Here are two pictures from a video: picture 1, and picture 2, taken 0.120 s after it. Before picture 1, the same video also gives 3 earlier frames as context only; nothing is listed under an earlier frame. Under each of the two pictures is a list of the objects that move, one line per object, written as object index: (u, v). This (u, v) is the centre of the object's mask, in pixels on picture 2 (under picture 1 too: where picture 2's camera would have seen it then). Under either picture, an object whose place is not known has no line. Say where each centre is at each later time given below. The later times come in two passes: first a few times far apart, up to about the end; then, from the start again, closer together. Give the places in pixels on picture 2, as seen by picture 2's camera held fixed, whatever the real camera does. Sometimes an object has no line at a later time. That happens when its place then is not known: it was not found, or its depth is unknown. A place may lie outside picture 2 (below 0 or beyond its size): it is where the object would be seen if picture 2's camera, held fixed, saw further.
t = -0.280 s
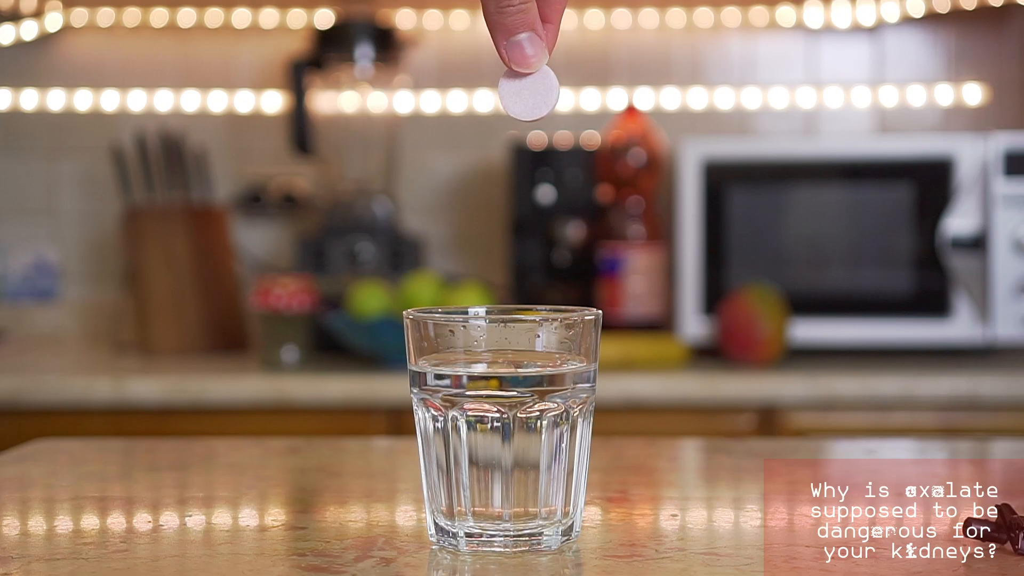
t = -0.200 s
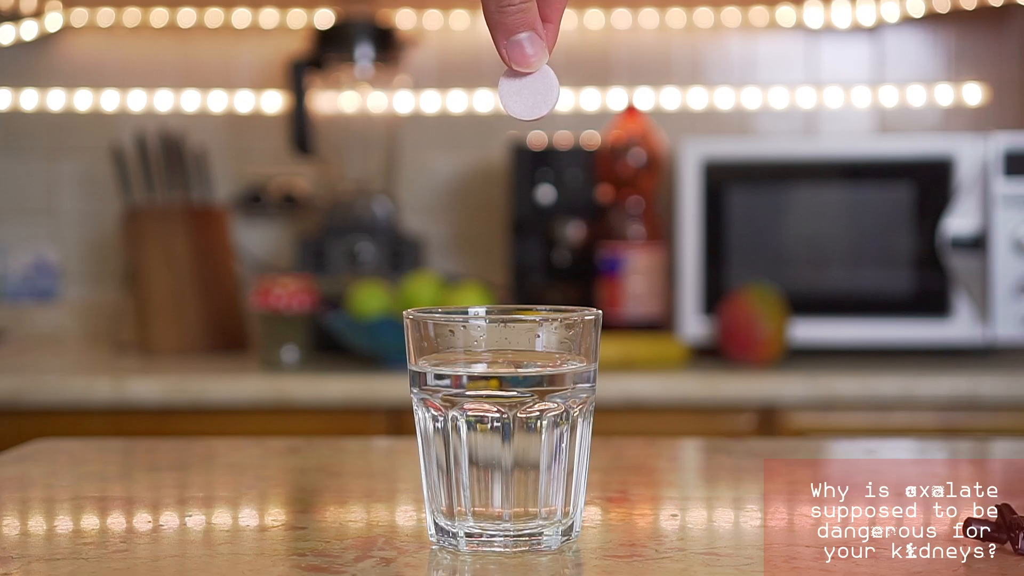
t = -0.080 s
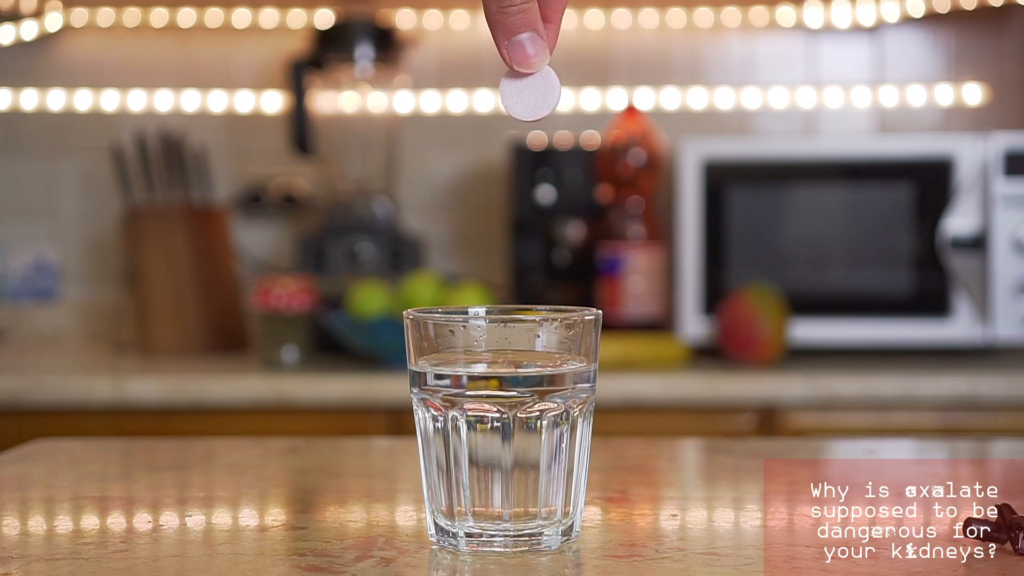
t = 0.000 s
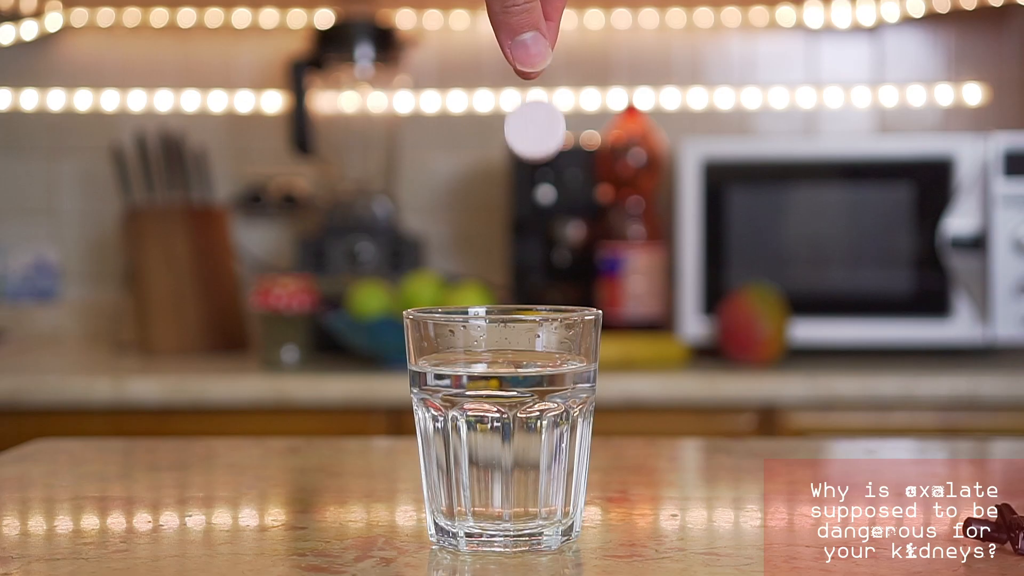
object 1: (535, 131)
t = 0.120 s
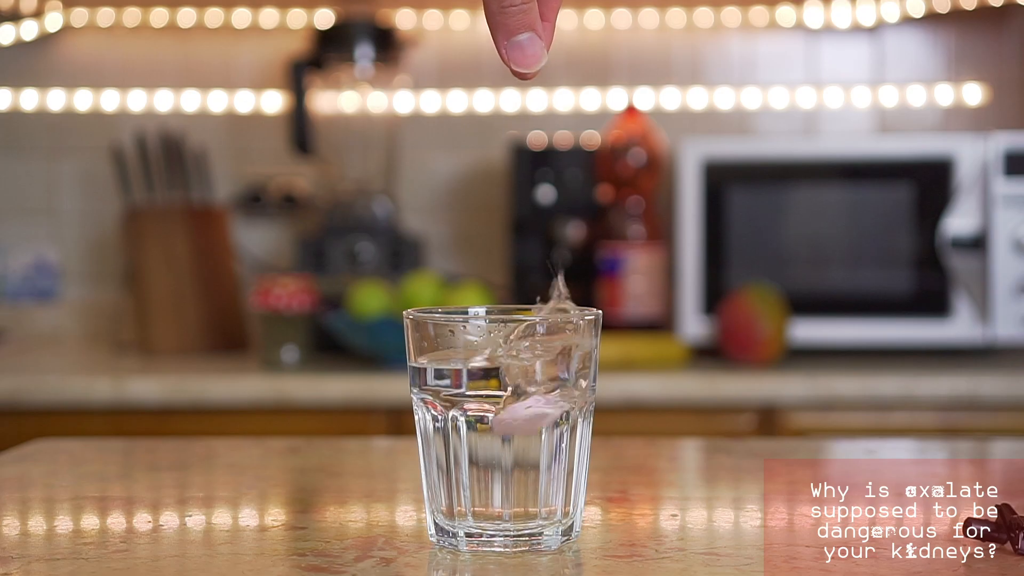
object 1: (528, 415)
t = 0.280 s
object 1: (474, 498)
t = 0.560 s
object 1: (490, 512)
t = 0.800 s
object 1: (500, 509)
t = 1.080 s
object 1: (513, 513)
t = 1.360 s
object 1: (510, 512)
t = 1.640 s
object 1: (506, 509)
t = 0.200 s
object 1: (478, 478)
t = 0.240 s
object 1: (475, 493)
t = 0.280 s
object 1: (474, 498)
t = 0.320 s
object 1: (476, 498)
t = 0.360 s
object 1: (477, 497)
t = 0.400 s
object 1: (481, 497)
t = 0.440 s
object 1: (482, 499)
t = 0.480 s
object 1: (485, 507)
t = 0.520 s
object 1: (488, 509)
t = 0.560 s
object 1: (490, 512)
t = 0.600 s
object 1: (491, 511)
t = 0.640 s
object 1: (494, 508)
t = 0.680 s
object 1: (493, 508)
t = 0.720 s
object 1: (495, 507)
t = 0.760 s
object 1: (498, 509)
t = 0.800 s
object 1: (500, 509)
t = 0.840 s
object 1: (499, 504)
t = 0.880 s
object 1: (503, 512)
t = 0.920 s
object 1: (513, 515)
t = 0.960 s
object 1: (514, 515)
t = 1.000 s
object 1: (512, 514)
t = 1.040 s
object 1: (513, 513)
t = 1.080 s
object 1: (513, 513)
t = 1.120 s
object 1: (512, 513)
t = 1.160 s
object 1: (513, 511)
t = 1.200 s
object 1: (511, 512)
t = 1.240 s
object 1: (510, 512)
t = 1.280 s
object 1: (512, 514)
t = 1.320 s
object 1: (510, 513)
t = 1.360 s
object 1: (510, 512)
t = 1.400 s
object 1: (508, 512)
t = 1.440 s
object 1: (509, 513)
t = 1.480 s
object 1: (509, 513)
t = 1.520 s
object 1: (508, 514)
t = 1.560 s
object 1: (507, 511)
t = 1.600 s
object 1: (507, 511)
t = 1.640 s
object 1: (506, 509)
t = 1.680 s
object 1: (506, 507)
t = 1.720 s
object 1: (506, 509)
